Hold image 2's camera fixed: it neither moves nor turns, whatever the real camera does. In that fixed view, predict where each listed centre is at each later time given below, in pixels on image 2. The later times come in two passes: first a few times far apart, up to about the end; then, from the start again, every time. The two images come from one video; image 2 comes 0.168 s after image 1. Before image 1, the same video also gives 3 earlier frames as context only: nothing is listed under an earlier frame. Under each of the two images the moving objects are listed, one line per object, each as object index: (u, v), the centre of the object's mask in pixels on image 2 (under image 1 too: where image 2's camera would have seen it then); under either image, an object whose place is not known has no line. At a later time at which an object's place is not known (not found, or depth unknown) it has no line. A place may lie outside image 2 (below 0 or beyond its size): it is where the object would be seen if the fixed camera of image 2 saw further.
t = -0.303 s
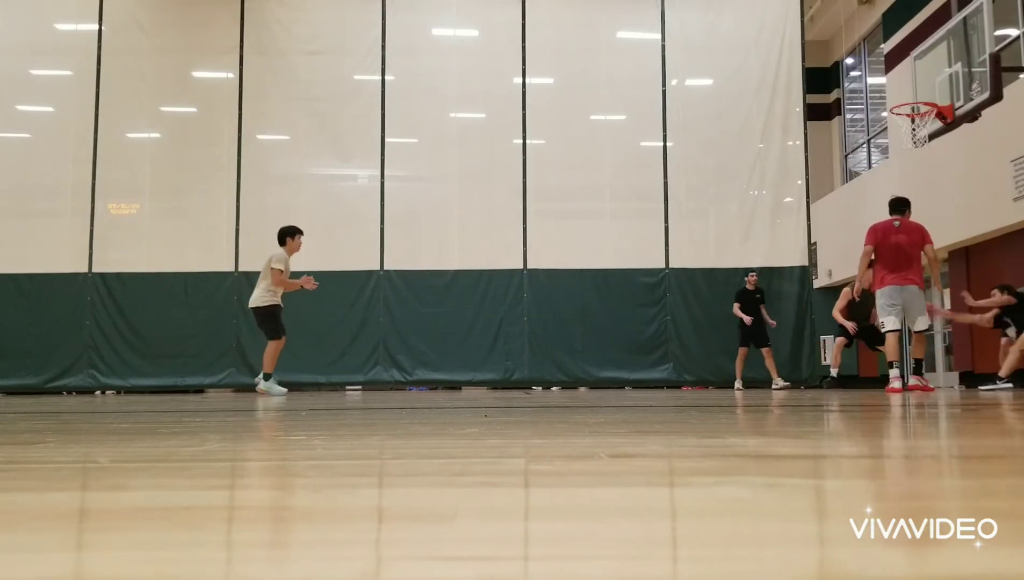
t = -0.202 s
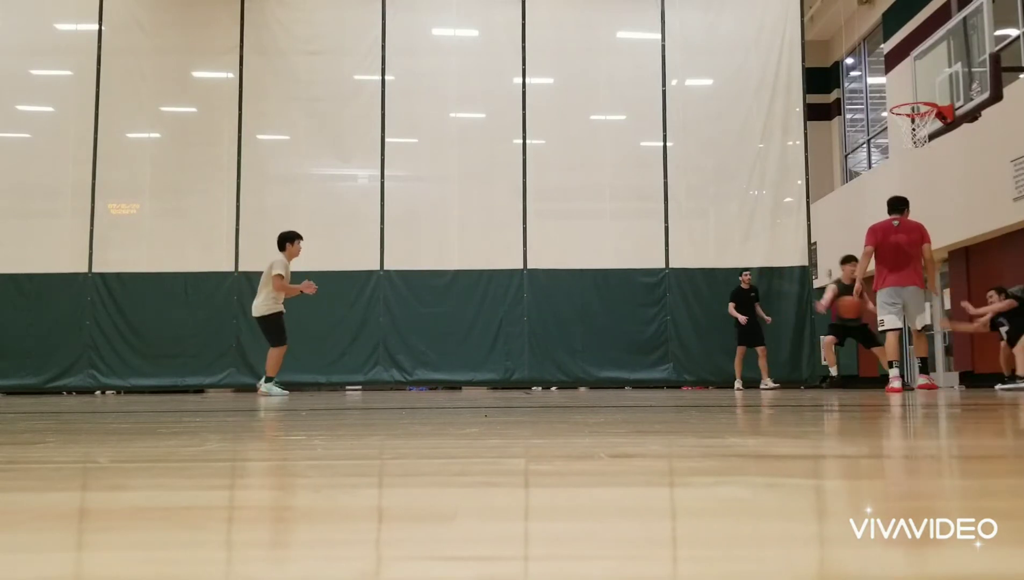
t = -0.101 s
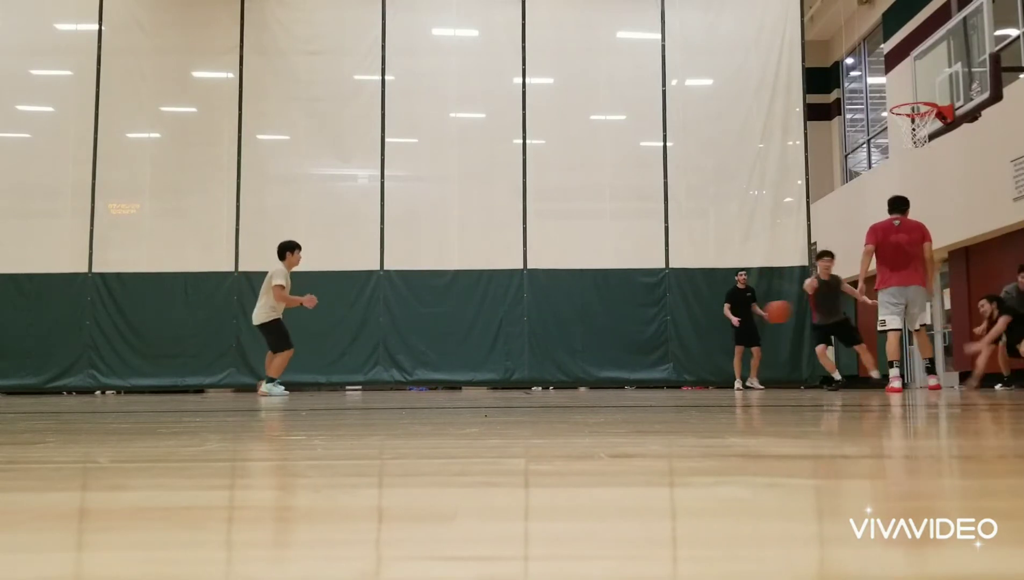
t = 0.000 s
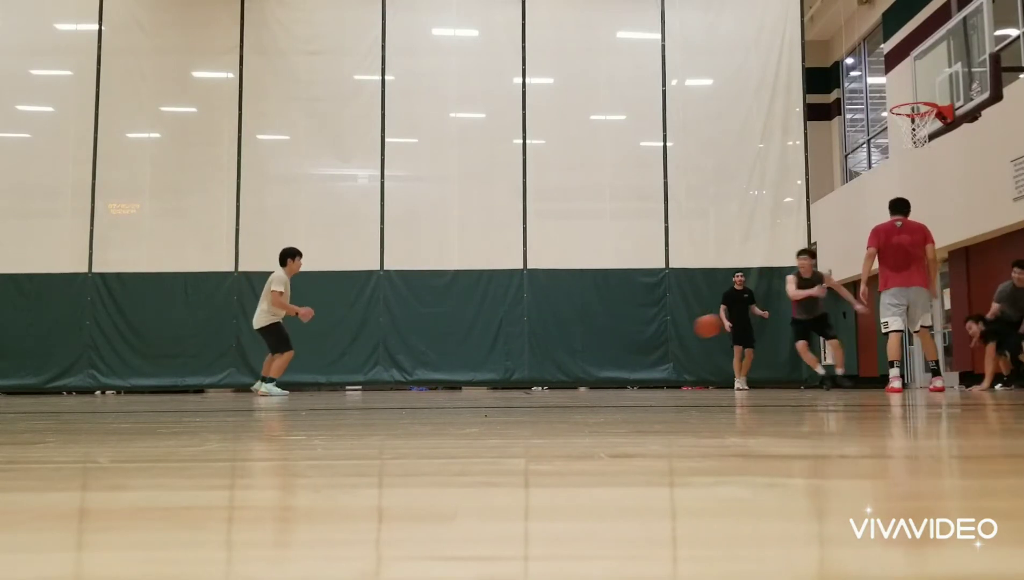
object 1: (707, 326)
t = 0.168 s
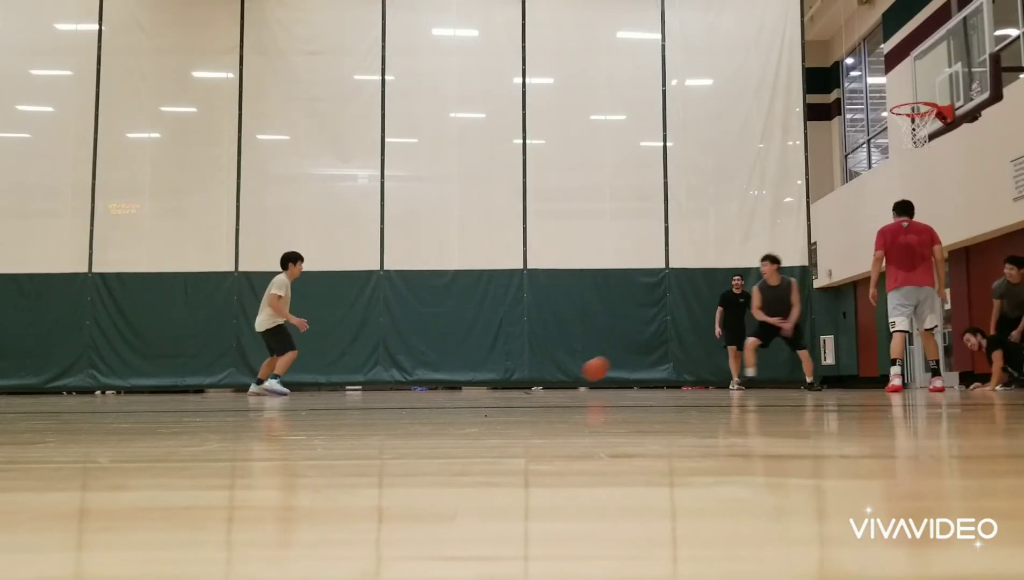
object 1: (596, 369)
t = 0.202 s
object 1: (575, 379)
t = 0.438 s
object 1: (495, 337)
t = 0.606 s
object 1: (441, 334)
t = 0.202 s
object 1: (575, 379)
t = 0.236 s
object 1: (561, 375)
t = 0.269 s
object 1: (550, 366)
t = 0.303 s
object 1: (539, 358)
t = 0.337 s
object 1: (528, 352)
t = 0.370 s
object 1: (517, 346)
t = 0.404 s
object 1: (507, 341)
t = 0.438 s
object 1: (495, 337)
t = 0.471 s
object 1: (484, 334)
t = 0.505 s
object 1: (473, 333)
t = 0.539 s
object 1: (462, 333)
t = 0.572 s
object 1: (451, 333)
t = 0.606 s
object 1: (441, 334)
